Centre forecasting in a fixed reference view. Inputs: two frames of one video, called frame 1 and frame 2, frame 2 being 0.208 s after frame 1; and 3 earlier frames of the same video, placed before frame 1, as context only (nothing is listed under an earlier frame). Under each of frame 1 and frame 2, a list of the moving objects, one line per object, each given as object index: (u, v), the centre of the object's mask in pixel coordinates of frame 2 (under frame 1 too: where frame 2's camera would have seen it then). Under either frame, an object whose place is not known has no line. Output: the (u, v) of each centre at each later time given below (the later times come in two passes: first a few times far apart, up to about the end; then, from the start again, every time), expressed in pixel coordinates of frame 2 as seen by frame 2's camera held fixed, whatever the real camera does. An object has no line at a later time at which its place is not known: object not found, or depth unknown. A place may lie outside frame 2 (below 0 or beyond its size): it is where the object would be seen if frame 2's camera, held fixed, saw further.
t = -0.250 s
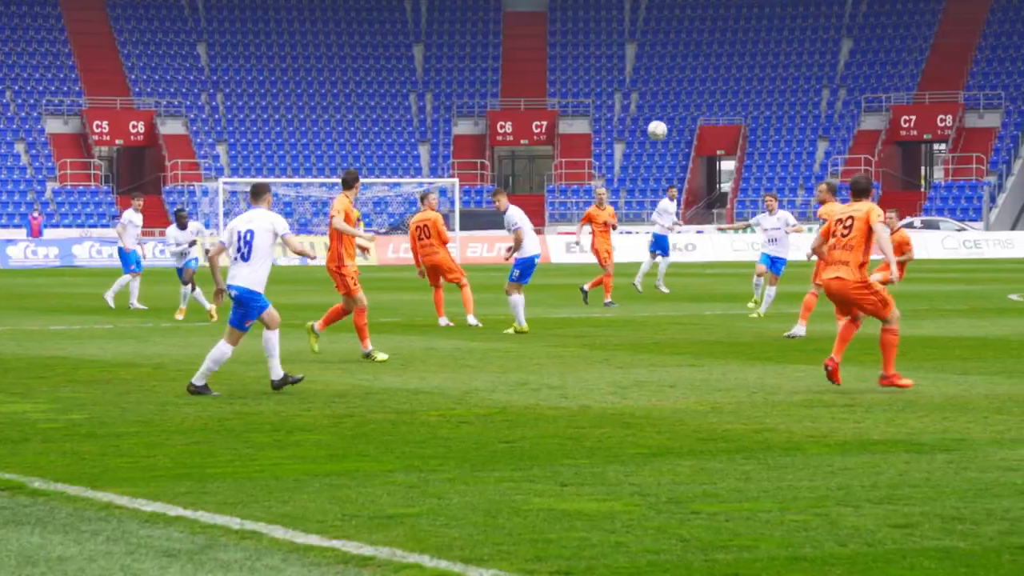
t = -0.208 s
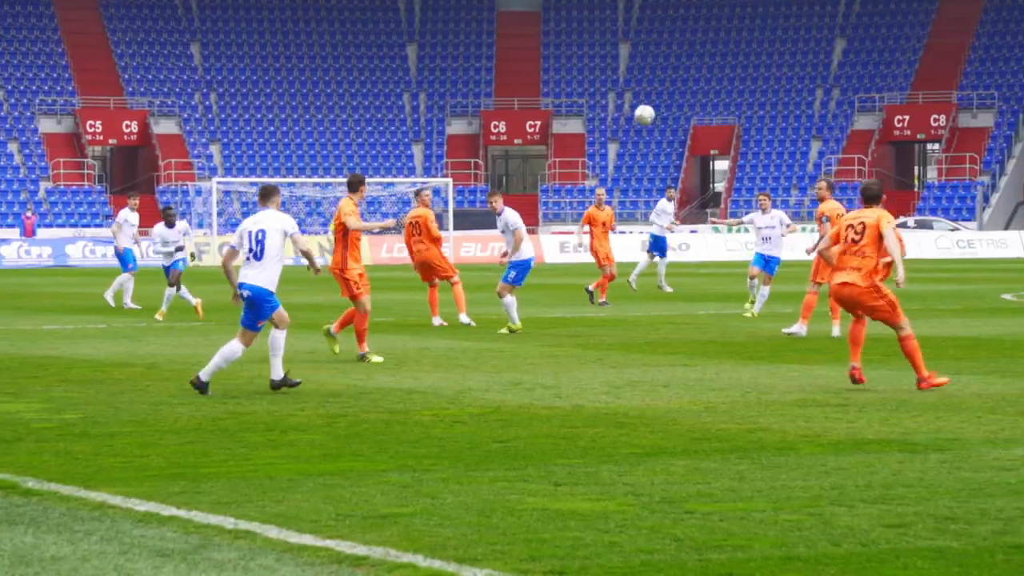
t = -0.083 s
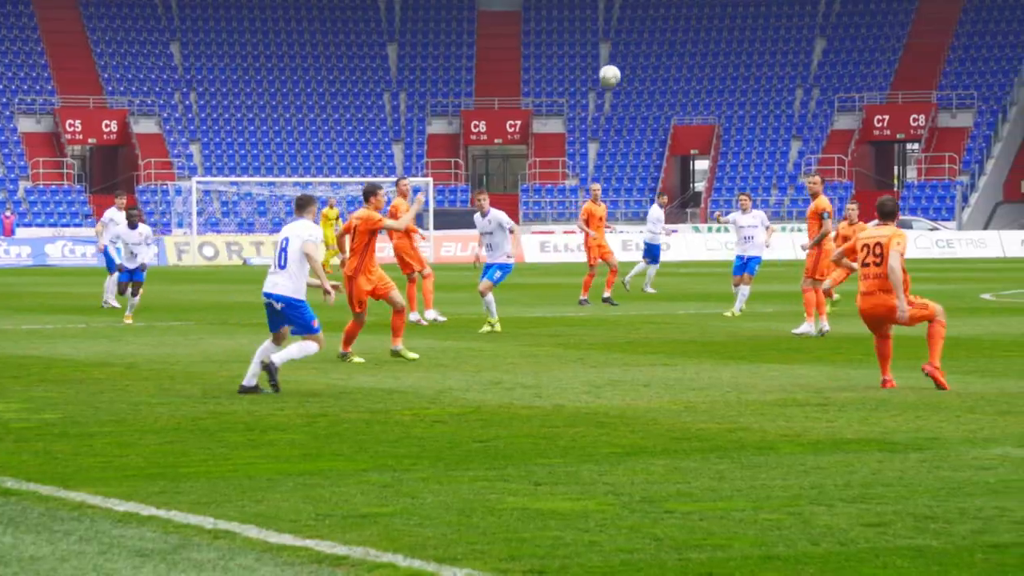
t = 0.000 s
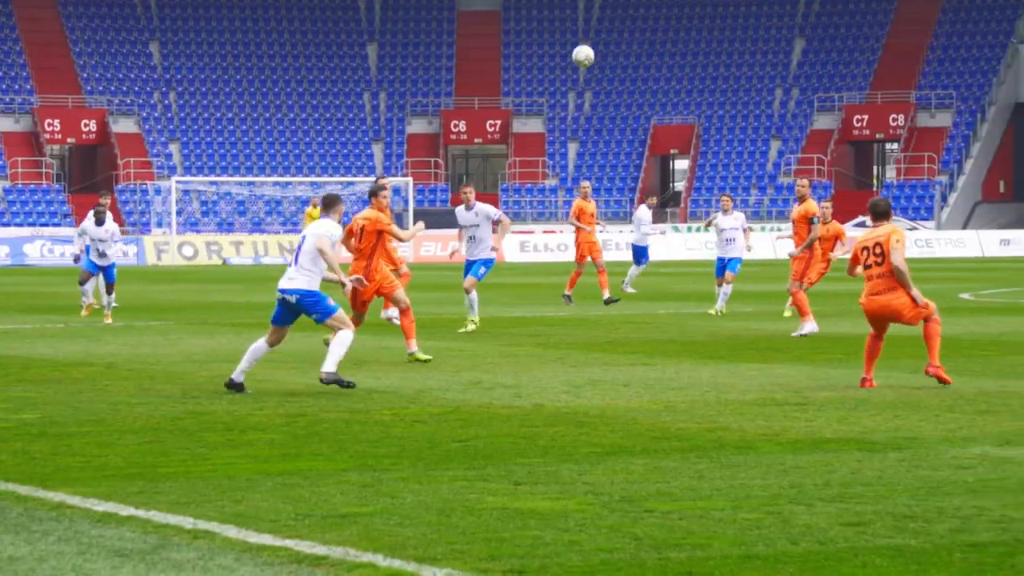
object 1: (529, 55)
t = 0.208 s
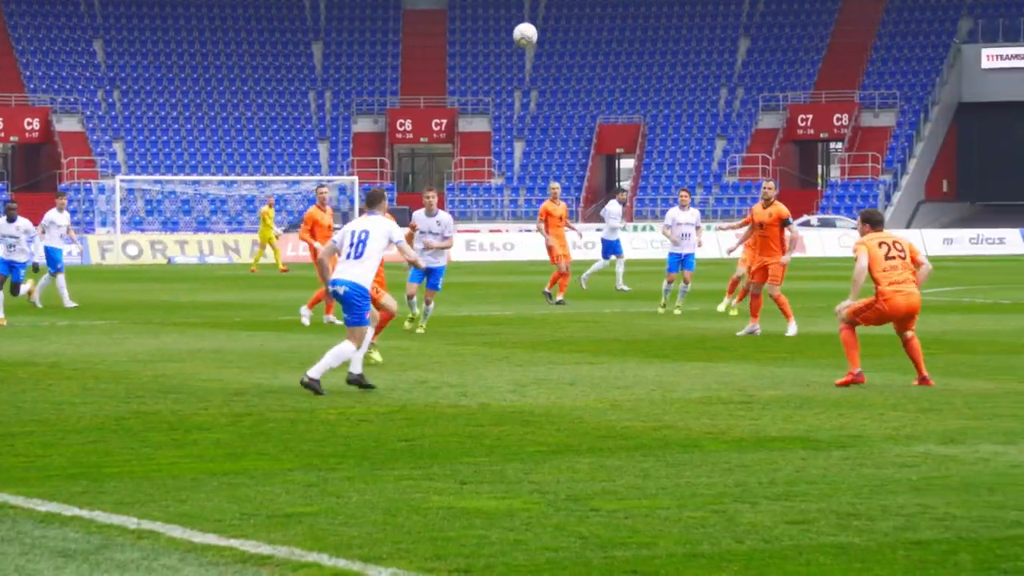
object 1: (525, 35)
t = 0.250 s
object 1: (526, 36)
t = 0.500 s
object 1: (553, 93)
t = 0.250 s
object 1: (526, 36)
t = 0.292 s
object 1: (529, 39)
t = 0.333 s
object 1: (532, 45)
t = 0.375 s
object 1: (536, 53)
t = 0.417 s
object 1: (541, 64)
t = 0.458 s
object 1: (547, 77)
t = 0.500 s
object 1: (553, 93)
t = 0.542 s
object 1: (556, 101)
